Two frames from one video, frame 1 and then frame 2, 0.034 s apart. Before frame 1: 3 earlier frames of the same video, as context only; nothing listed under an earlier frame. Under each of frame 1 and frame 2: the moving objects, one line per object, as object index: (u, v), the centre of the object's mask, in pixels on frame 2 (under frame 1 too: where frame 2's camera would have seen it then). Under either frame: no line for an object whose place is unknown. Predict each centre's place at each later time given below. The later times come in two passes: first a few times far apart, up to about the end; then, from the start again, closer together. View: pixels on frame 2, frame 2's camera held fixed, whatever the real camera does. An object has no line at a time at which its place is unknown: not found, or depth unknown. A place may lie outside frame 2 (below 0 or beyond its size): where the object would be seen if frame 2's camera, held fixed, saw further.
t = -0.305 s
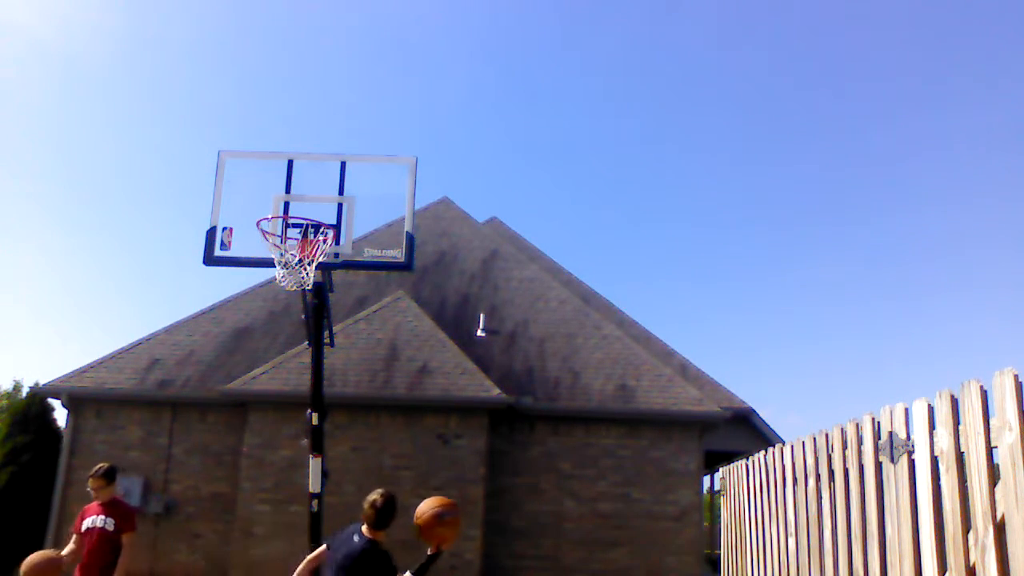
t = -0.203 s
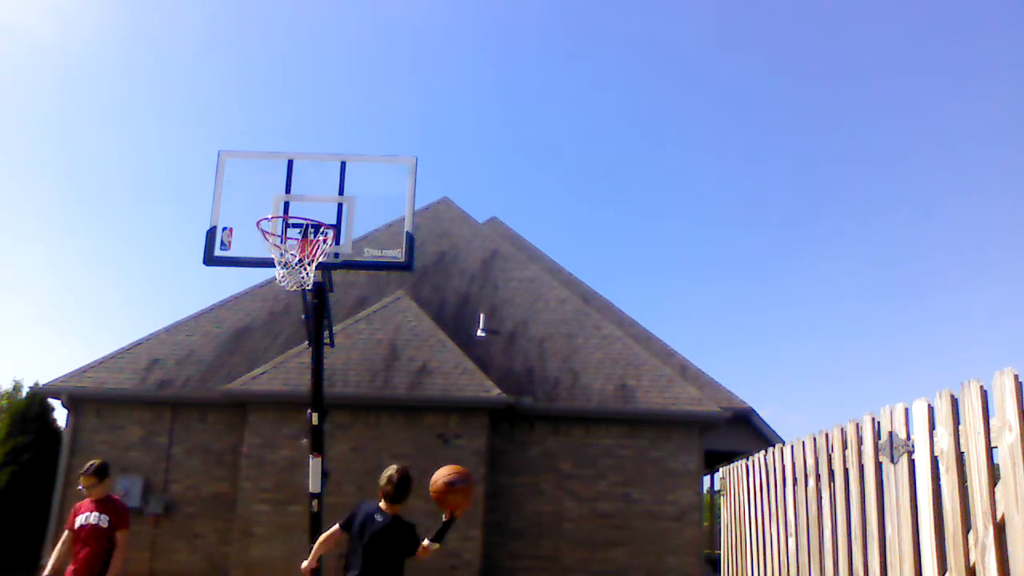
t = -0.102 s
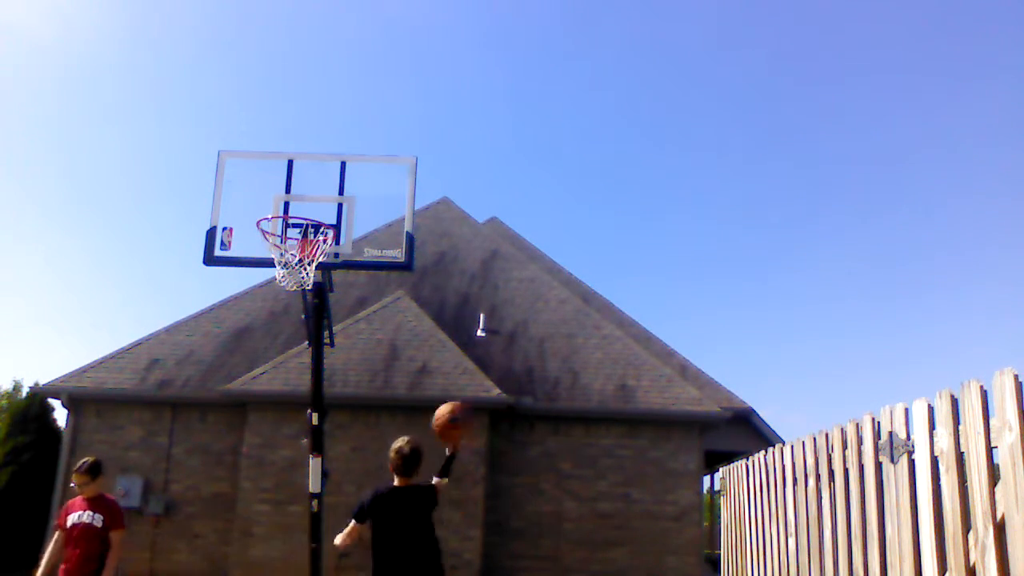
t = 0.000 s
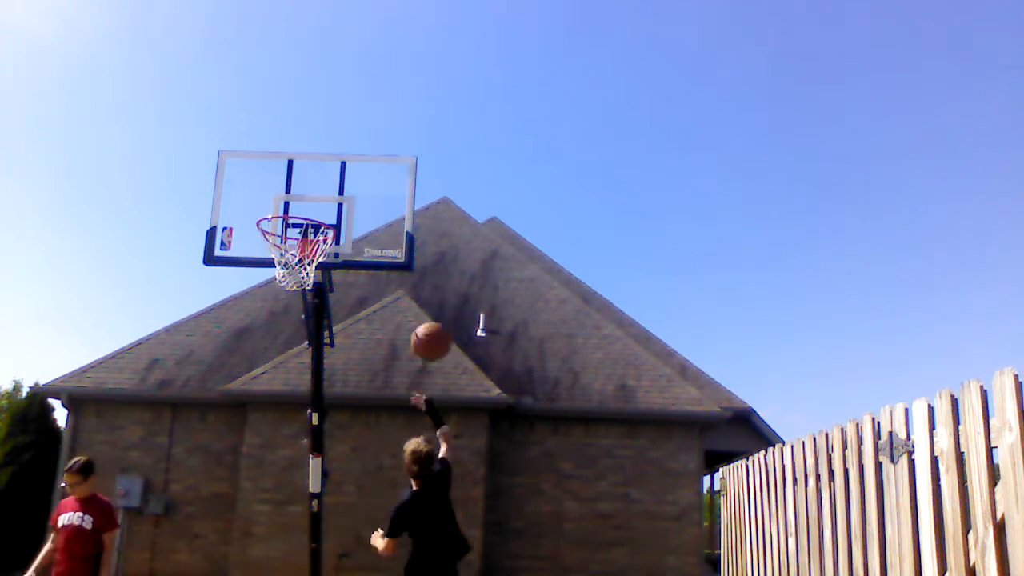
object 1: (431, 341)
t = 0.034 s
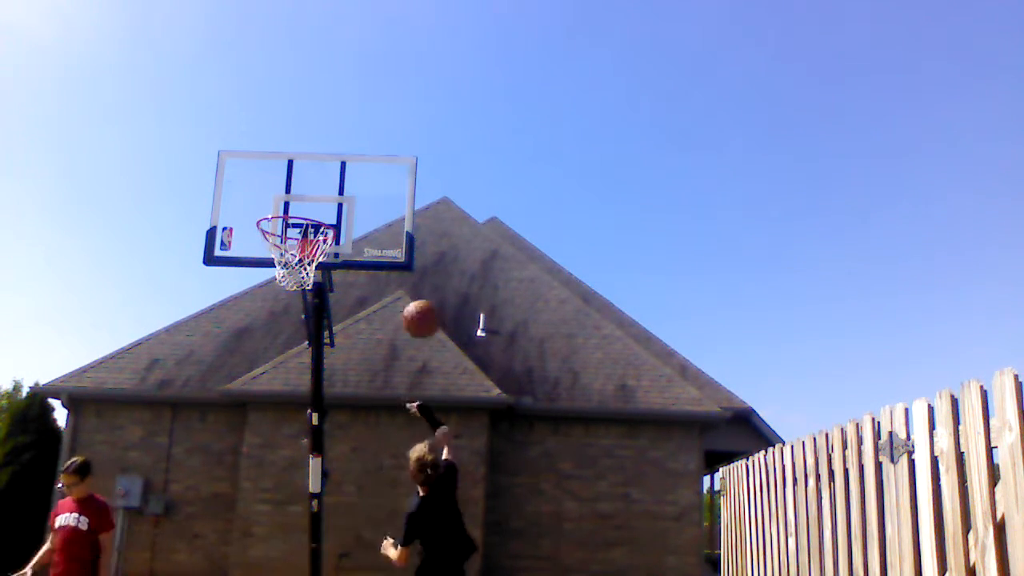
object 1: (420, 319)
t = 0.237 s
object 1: (371, 230)
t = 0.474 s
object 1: (323, 209)
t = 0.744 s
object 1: (278, 287)
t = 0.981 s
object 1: (247, 444)
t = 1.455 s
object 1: (250, 526)
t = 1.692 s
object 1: (288, 427)
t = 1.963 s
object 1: (279, 422)
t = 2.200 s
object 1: (235, 513)
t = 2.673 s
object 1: (182, 560)
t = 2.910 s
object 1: (178, 499)
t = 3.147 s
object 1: (163, 524)
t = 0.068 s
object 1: (412, 299)
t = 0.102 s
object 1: (403, 281)
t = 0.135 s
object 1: (393, 264)
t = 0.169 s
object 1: (386, 251)
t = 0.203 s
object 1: (378, 239)
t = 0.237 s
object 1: (371, 230)
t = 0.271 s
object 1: (364, 222)
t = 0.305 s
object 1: (357, 216)
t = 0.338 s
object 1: (351, 211)
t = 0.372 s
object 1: (345, 208)
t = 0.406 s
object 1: (338, 207)
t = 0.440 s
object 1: (330, 207)
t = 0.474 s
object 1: (323, 209)
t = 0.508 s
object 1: (315, 211)
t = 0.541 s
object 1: (307, 215)
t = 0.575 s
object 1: (299, 224)
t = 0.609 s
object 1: (293, 234)
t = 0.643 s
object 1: (289, 245)
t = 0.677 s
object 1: (286, 258)
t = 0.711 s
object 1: (281, 272)
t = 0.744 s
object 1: (278, 287)
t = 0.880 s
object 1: (262, 364)
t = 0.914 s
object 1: (258, 389)
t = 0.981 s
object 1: (247, 444)
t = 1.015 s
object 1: (241, 476)
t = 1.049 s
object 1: (236, 509)
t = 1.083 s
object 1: (230, 546)
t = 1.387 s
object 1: (237, 565)
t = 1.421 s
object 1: (244, 548)
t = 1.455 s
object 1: (250, 526)
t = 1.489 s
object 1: (256, 506)
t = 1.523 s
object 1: (262, 488)
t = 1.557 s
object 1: (267, 472)
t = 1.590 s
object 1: (273, 459)
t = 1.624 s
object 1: (278, 445)
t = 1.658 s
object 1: (282, 436)
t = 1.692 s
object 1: (288, 427)
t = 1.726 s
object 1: (291, 420)
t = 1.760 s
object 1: (294, 415)
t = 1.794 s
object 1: (298, 412)
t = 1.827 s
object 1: (298, 412)
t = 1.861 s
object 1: (293, 412)
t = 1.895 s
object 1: (290, 413)
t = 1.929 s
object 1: (286, 416)
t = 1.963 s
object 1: (279, 422)
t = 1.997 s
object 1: (274, 429)
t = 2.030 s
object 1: (268, 438)
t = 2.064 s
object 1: (262, 450)
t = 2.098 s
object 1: (256, 462)
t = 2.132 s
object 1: (249, 477)
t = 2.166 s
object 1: (242, 493)
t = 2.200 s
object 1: (235, 513)
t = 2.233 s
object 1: (227, 534)
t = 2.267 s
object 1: (220, 558)
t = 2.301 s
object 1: (212, 570)
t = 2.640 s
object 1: (183, 567)
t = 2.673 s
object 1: (182, 560)
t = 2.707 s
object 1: (182, 547)
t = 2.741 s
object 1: (182, 534)
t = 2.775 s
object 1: (181, 523)
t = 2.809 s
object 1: (181, 514)
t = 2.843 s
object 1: (181, 507)
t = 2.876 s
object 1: (180, 503)
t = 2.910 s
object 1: (178, 499)
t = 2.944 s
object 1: (176, 497)
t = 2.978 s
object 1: (174, 497)
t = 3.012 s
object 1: (173, 498)
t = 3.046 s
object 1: (170, 502)
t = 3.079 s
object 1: (169, 507)
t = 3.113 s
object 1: (165, 515)
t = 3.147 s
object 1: (163, 524)
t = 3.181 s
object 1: (160, 536)
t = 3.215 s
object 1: (156, 550)
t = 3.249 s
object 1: (153, 561)
